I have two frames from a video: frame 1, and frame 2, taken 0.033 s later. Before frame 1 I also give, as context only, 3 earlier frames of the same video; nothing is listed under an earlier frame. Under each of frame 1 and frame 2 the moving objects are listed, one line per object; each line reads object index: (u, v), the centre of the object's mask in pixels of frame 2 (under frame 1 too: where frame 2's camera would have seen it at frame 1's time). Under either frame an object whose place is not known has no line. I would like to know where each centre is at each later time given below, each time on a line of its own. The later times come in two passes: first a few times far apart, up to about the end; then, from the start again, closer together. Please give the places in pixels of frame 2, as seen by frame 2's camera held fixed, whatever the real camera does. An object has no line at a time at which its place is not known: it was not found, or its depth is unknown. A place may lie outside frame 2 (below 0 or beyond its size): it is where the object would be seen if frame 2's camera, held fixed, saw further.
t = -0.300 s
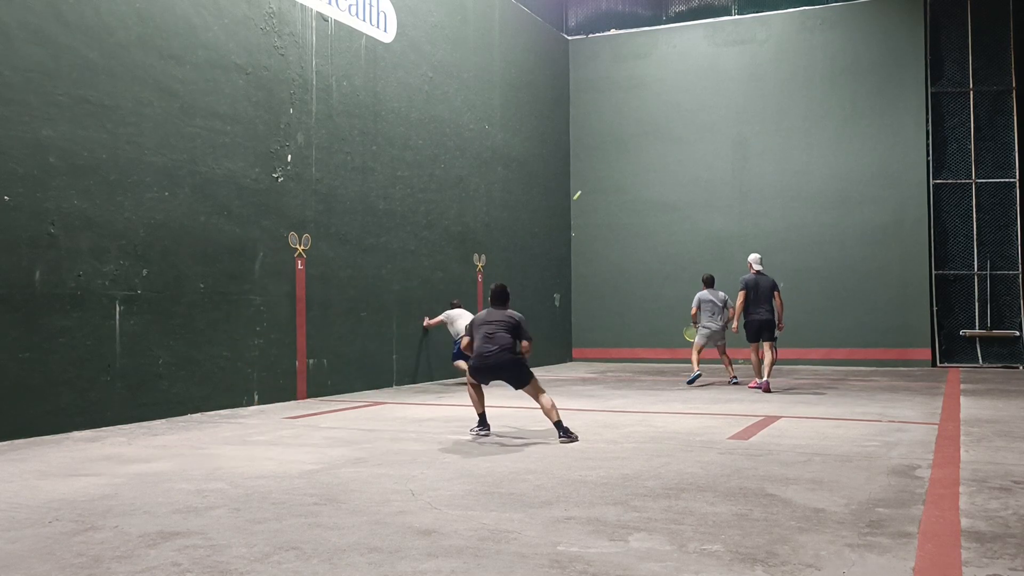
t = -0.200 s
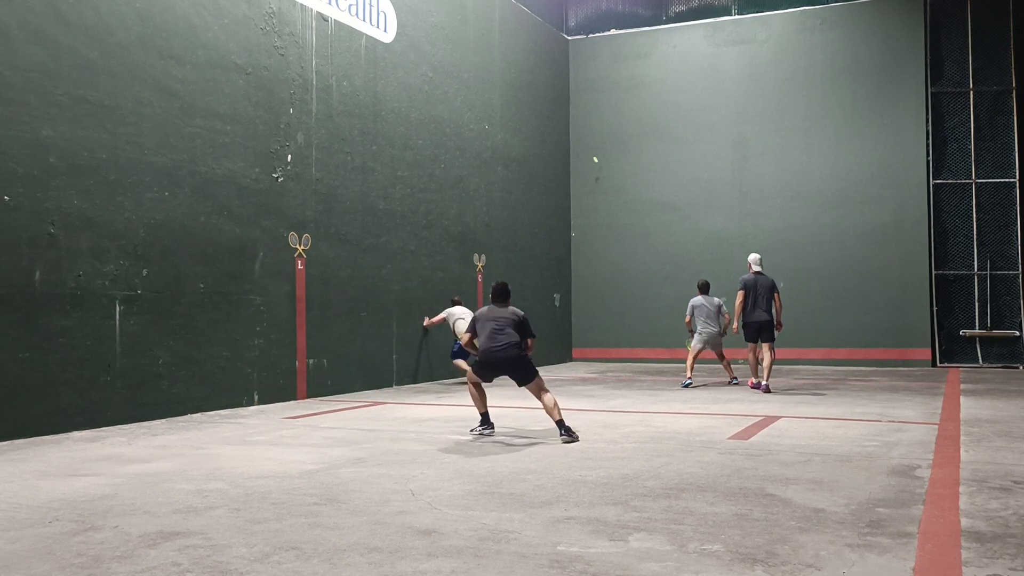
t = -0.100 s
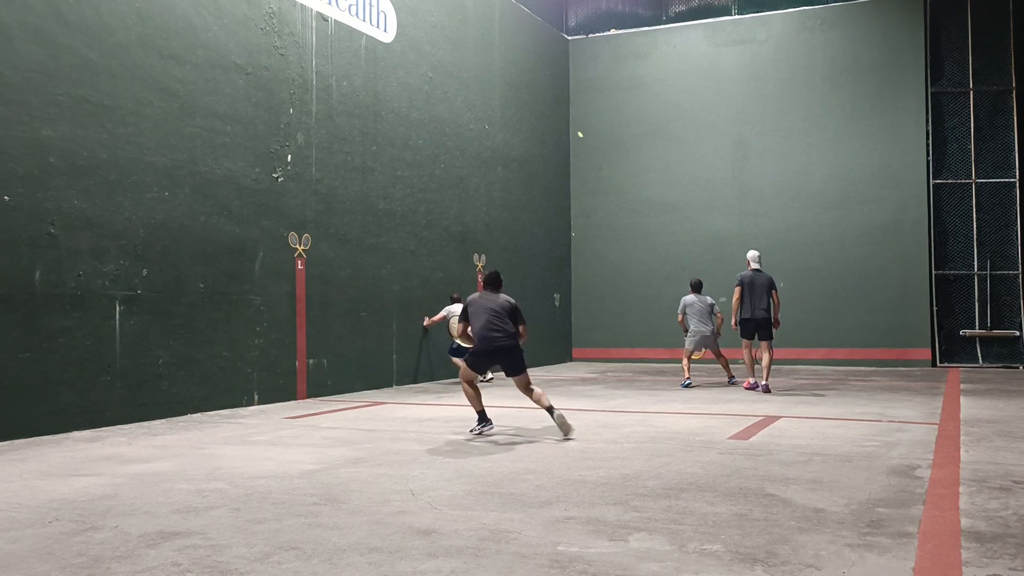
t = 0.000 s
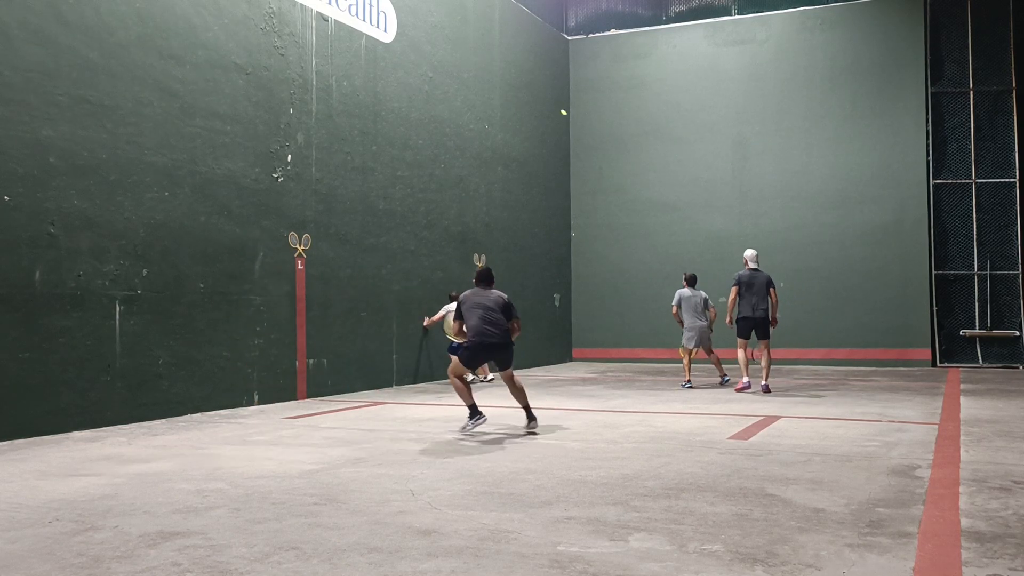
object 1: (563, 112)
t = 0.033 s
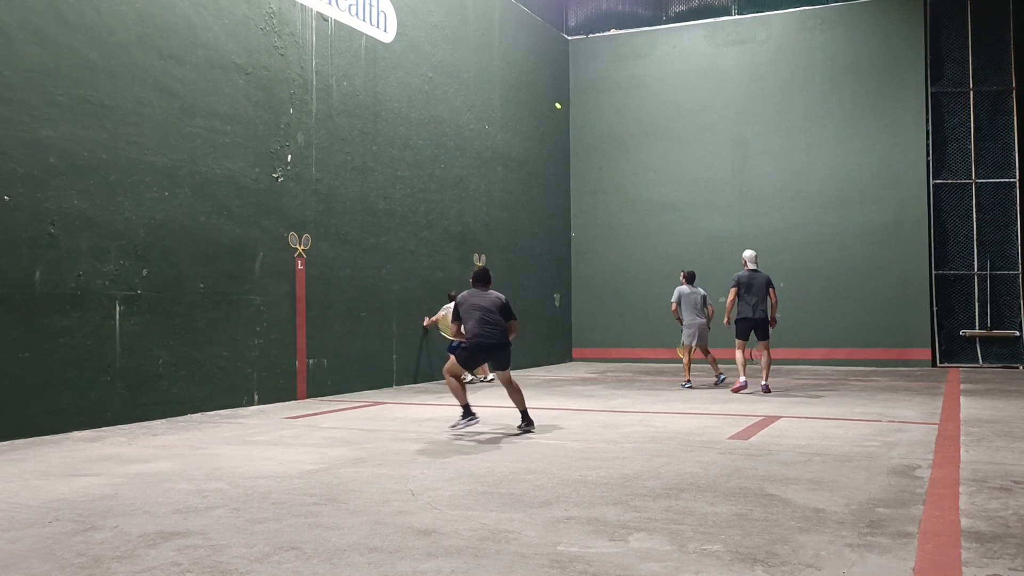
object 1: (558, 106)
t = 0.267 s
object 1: (513, 71)
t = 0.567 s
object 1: (439, 67)
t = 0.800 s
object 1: (364, 114)
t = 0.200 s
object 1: (526, 78)
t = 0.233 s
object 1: (520, 74)
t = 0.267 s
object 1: (513, 71)
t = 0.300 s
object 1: (505, 67)
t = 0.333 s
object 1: (498, 65)
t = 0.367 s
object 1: (491, 64)
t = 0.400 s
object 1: (482, 62)
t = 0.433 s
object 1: (474, 62)
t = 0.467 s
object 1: (466, 62)
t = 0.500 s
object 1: (457, 63)
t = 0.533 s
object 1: (448, 64)
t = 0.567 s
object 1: (439, 67)
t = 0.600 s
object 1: (430, 71)
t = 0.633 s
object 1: (419, 75)
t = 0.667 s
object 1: (409, 80)
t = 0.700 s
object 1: (399, 86)
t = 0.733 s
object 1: (387, 94)
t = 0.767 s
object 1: (376, 103)
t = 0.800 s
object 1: (364, 114)
